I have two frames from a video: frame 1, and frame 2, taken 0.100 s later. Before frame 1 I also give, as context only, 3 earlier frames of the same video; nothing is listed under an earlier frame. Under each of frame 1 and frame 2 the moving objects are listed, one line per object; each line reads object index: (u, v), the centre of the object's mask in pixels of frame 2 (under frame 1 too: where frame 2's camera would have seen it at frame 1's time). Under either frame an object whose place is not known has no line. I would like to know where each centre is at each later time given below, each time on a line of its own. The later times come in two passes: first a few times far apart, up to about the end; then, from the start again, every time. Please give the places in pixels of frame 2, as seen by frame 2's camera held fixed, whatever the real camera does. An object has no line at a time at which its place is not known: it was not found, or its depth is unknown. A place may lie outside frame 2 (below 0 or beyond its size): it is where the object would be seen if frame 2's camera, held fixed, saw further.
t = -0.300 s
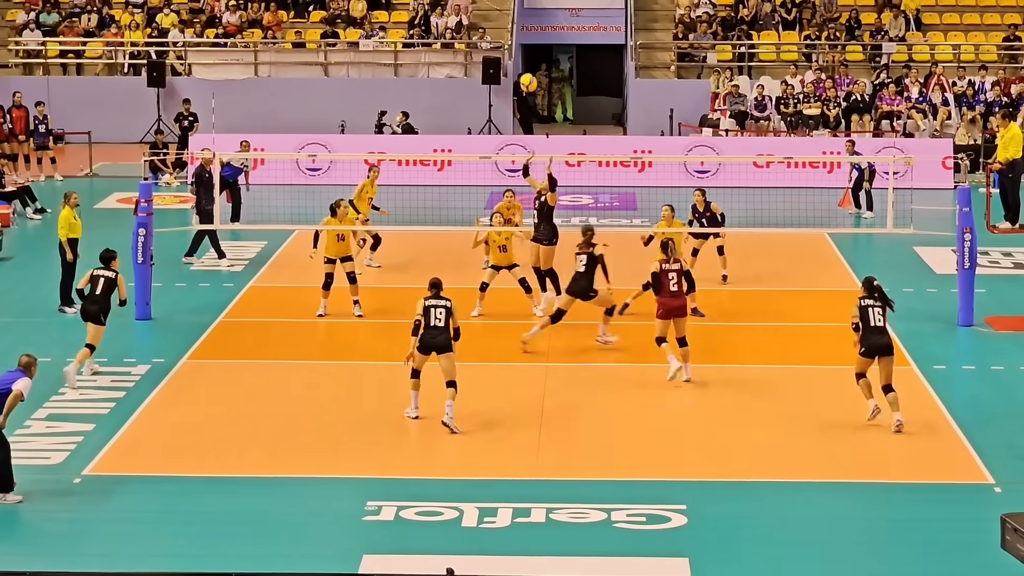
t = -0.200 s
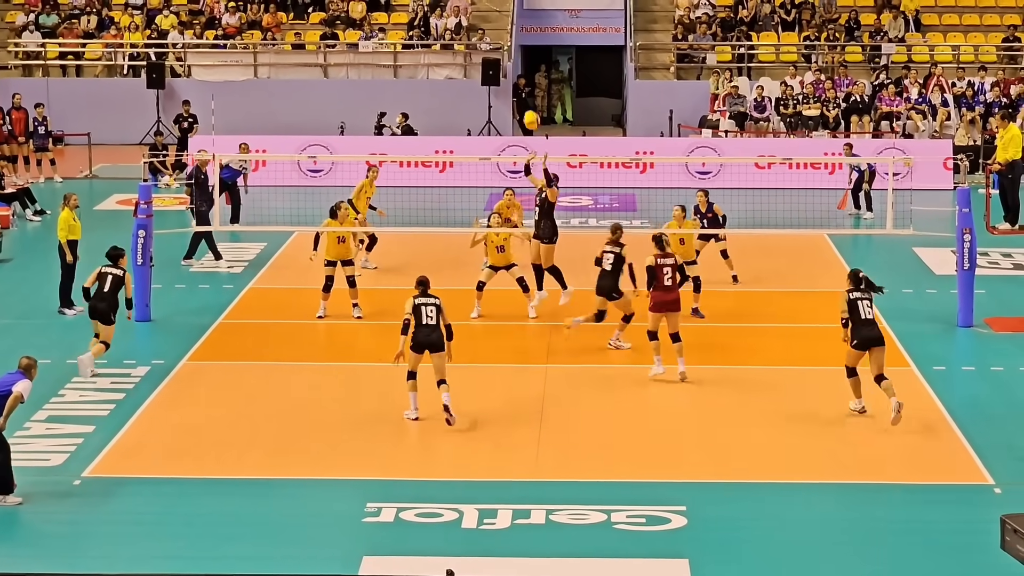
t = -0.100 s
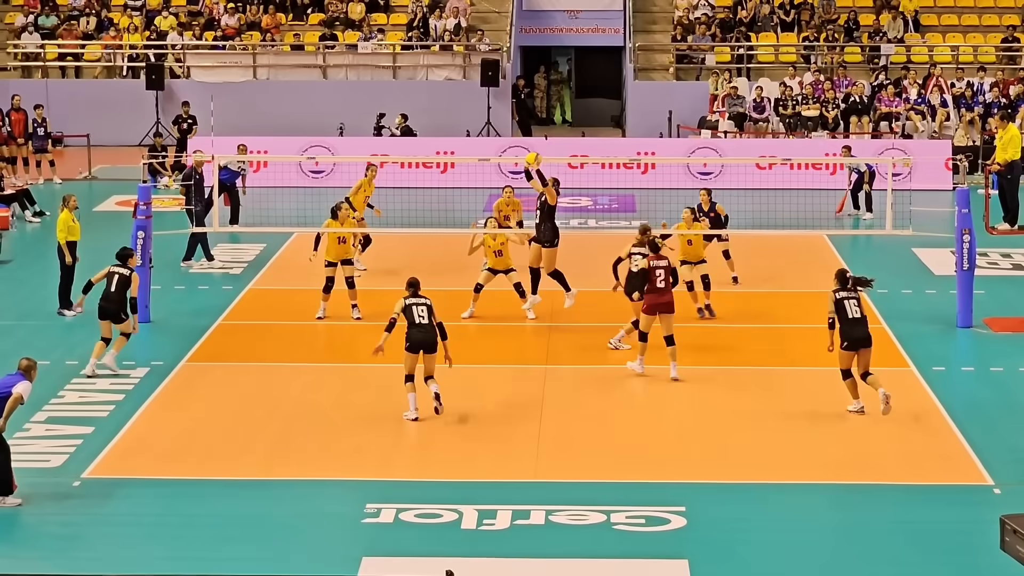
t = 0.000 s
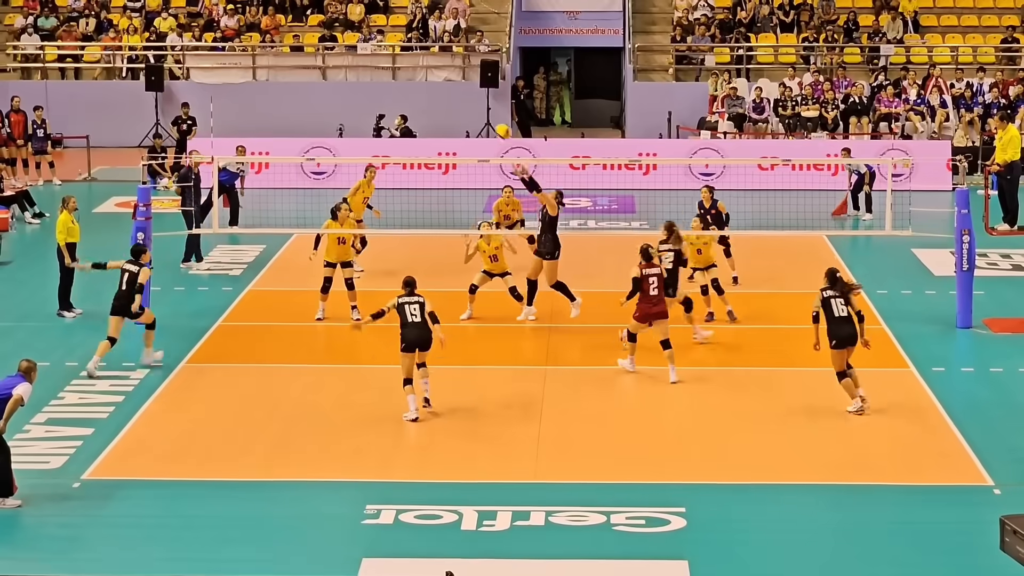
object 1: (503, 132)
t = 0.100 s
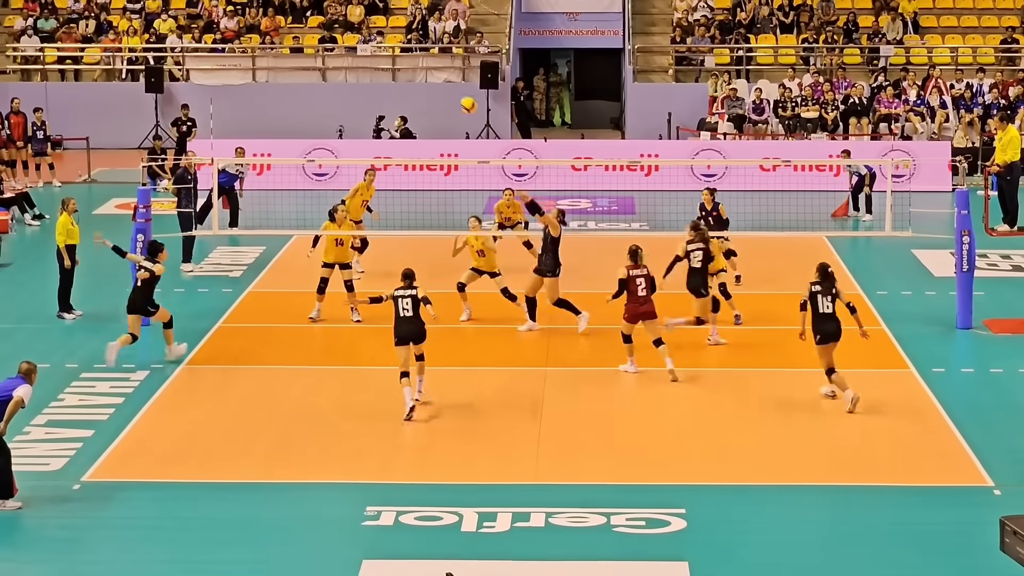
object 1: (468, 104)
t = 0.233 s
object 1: (423, 79)
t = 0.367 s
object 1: (379, 69)
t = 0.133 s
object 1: (456, 96)
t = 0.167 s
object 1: (445, 90)
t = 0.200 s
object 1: (434, 84)
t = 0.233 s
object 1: (423, 79)
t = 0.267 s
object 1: (412, 75)
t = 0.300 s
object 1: (400, 73)
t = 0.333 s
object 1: (390, 70)
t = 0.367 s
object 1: (379, 69)
